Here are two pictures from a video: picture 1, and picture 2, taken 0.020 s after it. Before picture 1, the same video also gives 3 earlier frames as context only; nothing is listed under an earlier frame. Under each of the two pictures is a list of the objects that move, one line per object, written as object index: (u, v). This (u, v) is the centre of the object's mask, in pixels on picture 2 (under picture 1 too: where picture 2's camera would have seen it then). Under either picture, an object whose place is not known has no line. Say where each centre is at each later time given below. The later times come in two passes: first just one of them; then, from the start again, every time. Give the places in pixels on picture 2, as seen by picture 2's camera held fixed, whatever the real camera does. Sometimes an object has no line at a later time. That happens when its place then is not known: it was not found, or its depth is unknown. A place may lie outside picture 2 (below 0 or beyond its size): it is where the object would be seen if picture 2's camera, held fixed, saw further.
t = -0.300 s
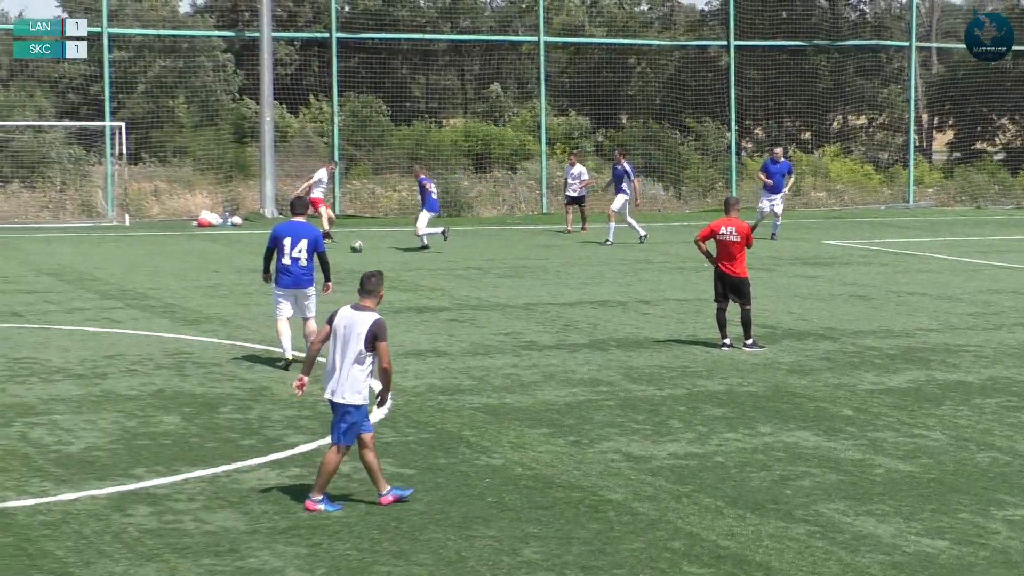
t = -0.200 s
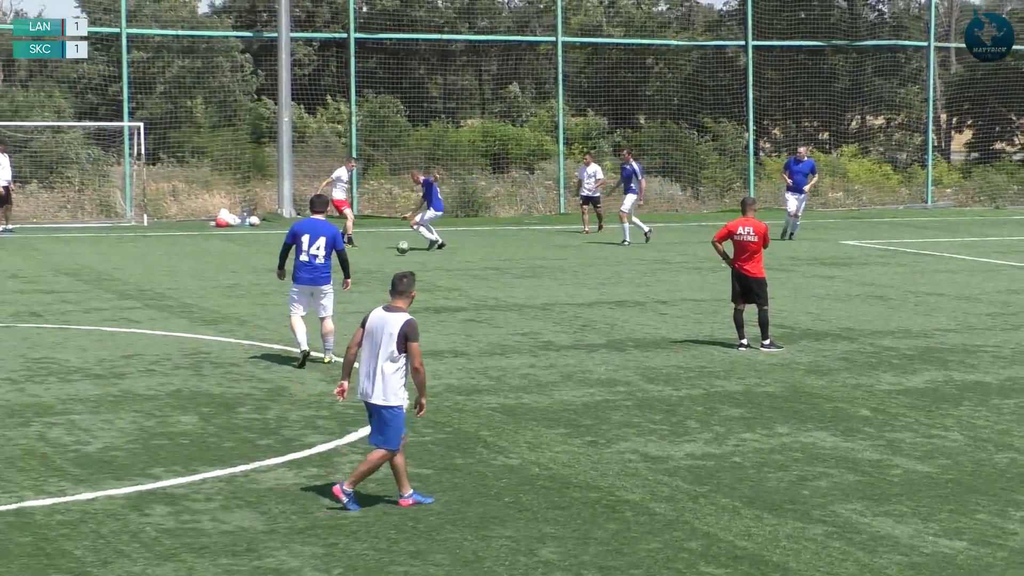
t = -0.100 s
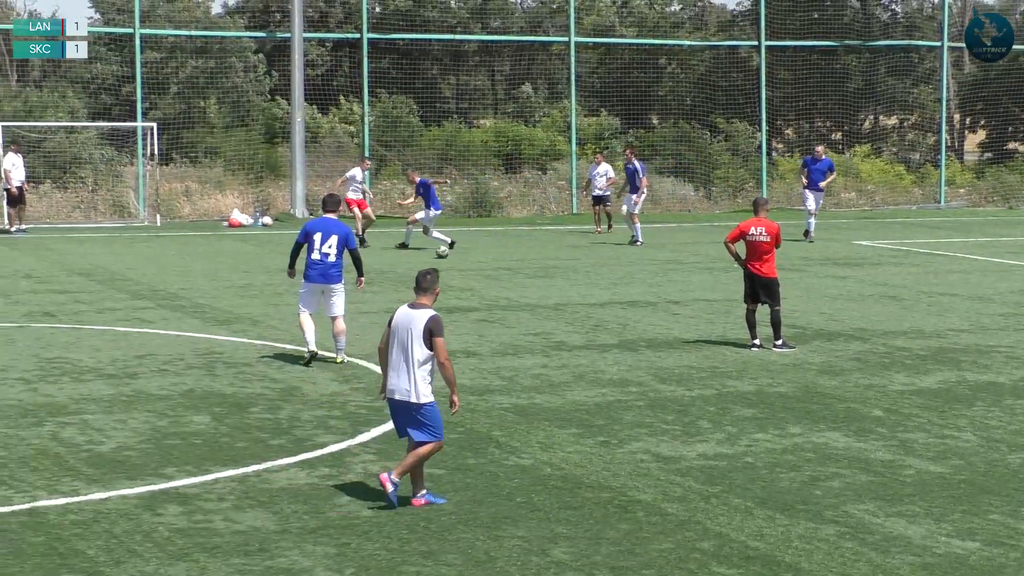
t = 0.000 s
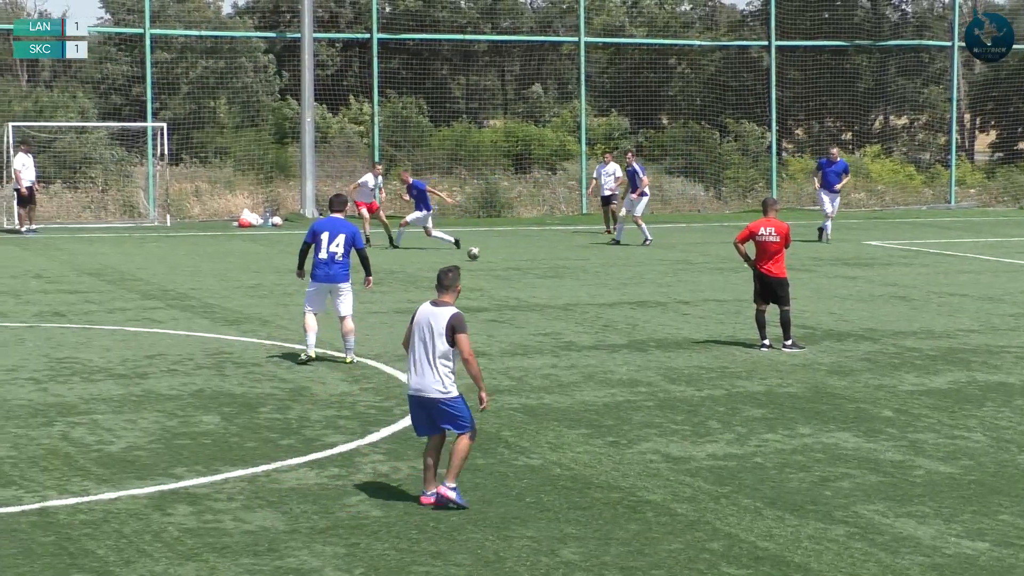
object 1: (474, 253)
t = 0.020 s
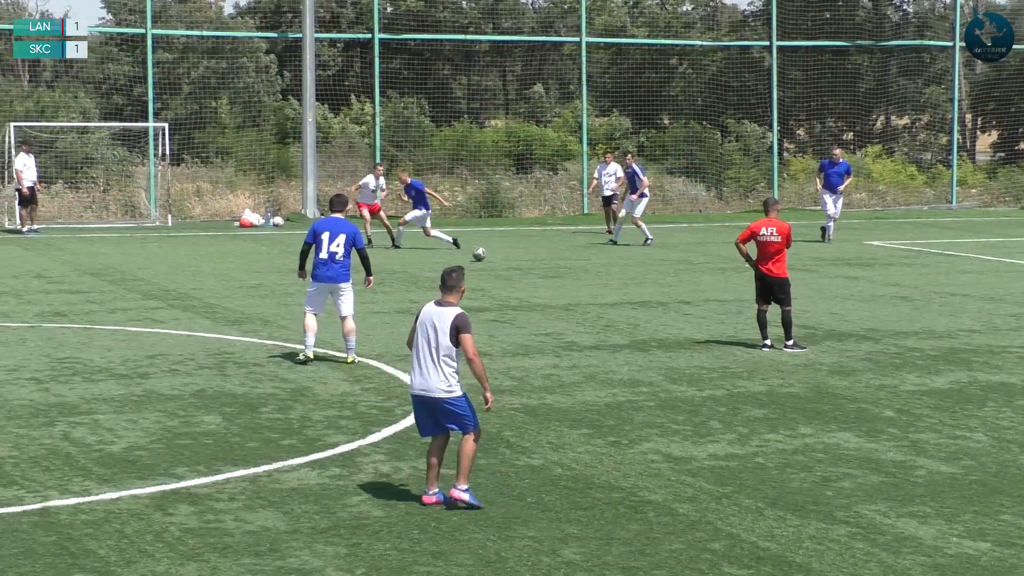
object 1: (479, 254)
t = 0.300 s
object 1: (532, 261)
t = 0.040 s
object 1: (483, 255)
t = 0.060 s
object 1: (488, 256)
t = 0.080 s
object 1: (491, 256)
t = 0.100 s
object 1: (495, 255)
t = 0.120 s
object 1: (499, 255)
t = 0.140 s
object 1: (503, 254)
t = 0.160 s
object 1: (507, 254)
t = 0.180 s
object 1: (510, 254)
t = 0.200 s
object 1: (514, 255)
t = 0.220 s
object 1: (517, 256)
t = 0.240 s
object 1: (521, 257)
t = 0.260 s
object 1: (524, 258)
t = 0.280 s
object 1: (528, 260)
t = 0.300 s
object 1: (532, 261)
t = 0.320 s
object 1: (535, 262)
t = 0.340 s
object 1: (539, 261)
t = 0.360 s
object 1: (542, 261)
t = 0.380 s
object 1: (546, 261)
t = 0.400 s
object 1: (550, 261)
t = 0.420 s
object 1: (553, 261)
